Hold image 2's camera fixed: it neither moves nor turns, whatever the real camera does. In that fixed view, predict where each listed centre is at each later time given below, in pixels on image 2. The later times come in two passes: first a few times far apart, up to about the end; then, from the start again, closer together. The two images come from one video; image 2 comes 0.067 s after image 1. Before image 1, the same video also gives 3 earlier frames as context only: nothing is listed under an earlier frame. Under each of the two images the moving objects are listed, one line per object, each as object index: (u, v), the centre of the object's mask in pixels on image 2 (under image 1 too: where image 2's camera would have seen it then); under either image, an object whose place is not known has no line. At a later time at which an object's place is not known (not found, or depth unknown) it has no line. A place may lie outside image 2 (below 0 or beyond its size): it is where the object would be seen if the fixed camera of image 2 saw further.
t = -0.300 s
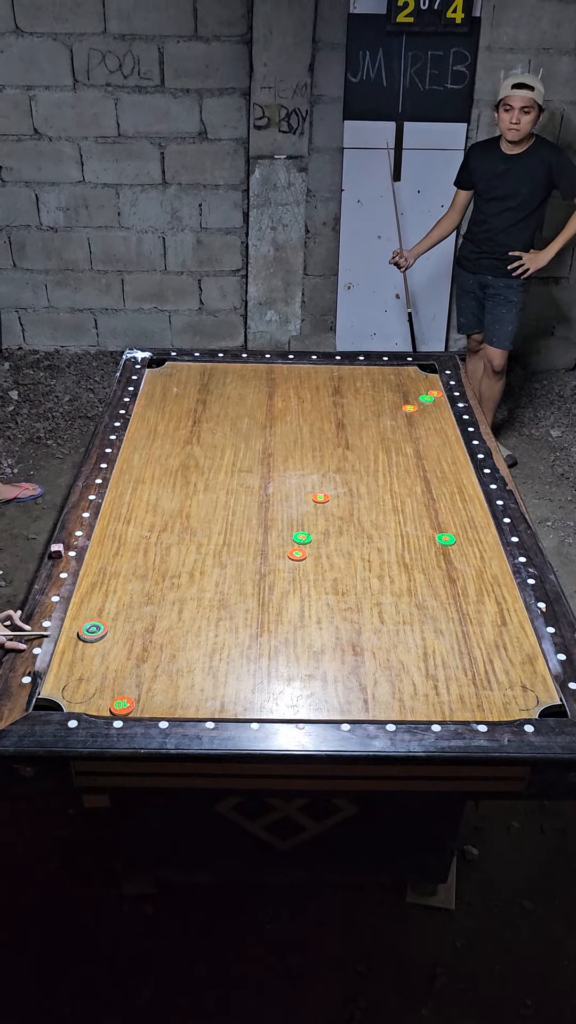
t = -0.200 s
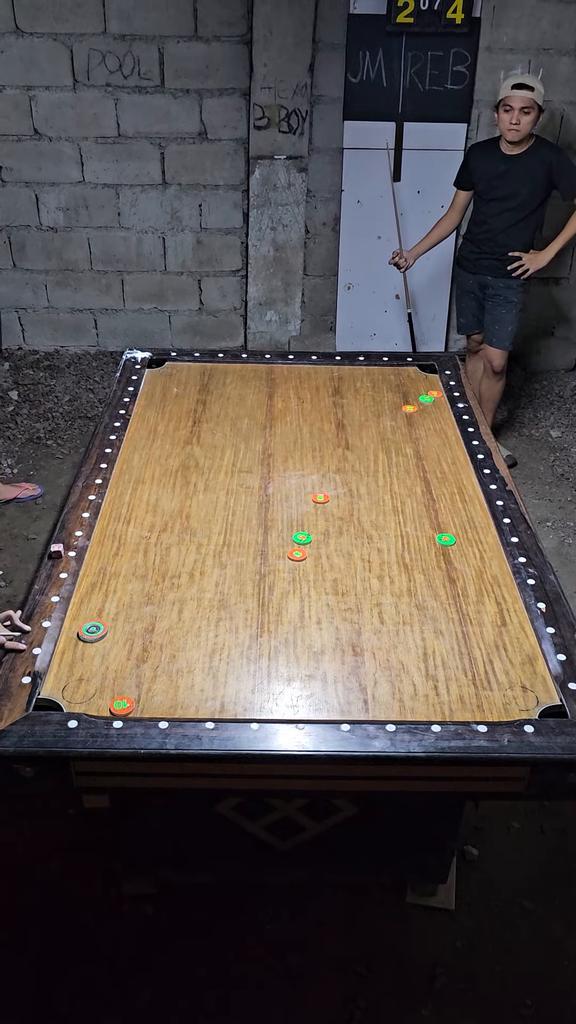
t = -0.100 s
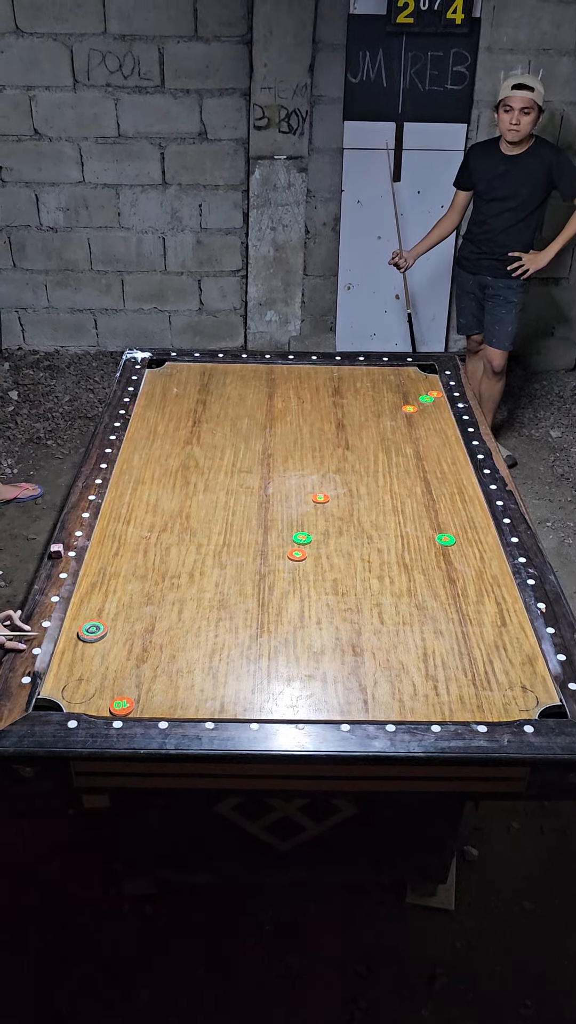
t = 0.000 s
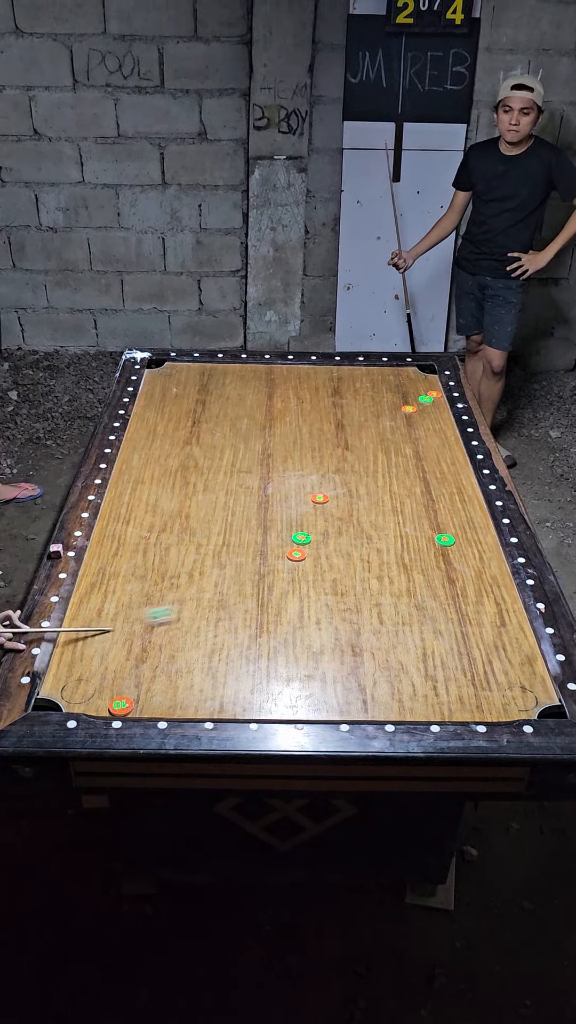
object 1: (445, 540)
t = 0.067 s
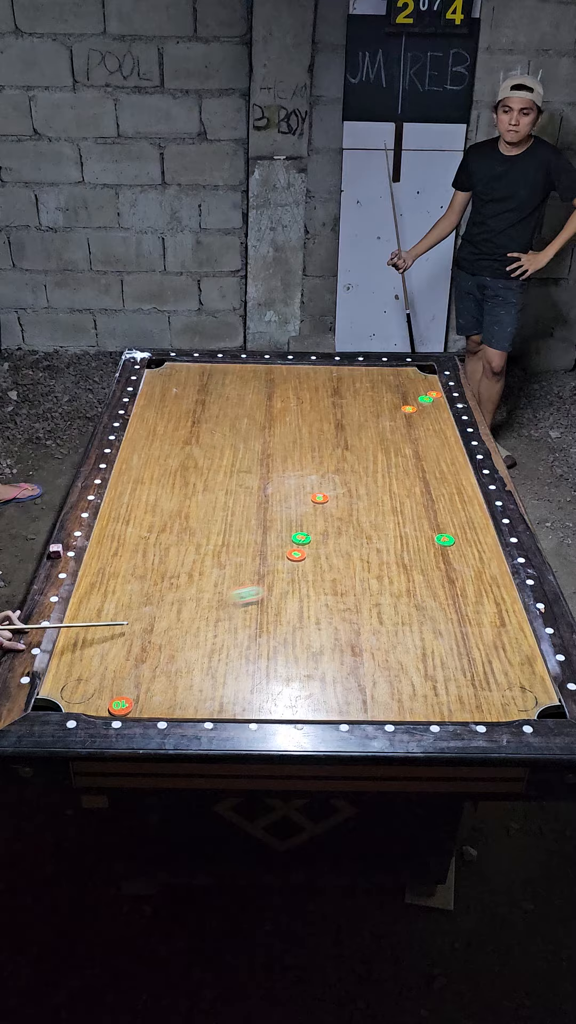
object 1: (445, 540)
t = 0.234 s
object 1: (445, 540)
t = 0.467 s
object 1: (391, 443)
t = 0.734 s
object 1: (290, 372)
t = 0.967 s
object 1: (244, 399)
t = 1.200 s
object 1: (201, 434)
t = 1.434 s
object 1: (161, 469)
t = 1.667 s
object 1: (124, 500)
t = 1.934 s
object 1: (111, 528)
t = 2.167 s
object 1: (114, 542)
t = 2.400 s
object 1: (116, 548)
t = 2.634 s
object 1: (116, 548)
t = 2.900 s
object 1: (116, 548)
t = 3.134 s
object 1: (116, 548)
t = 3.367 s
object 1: (116, 548)
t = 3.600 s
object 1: (116, 548)
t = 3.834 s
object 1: (116, 548)
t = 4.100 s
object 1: (116, 548)
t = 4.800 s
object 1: (116, 548)
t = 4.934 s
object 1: (116, 548)
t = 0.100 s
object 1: (445, 540)
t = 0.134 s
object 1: (445, 540)
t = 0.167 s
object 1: (445, 540)
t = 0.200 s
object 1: (445, 540)
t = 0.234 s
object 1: (445, 540)
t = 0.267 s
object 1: (456, 526)
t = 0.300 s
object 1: (471, 509)
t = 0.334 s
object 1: (463, 494)
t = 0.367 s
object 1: (442, 480)
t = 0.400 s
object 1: (424, 467)
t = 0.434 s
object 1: (407, 455)
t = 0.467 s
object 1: (391, 443)
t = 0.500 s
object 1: (376, 433)
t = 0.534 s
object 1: (361, 422)
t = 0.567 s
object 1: (348, 413)
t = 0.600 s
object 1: (335, 404)
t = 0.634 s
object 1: (323, 395)
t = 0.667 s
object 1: (311, 387)
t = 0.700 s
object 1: (300, 379)
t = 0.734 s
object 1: (290, 372)
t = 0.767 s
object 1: (281, 369)
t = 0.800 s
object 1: (275, 373)
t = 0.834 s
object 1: (268, 378)
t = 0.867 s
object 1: (262, 384)
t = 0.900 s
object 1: (256, 389)
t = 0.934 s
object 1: (250, 394)
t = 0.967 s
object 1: (244, 399)
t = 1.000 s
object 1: (238, 404)
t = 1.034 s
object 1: (231, 409)
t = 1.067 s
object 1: (225, 414)
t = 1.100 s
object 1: (219, 419)
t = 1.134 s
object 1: (213, 424)
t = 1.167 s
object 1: (207, 429)
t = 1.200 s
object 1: (201, 434)
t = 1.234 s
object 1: (195, 439)
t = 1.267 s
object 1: (190, 444)
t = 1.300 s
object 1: (184, 449)
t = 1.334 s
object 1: (178, 454)
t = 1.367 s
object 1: (172, 459)
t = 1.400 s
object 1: (166, 464)
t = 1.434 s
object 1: (161, 469)
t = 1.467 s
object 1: (155, 474)
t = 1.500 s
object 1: (150, 478)
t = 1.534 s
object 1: (144, 483)
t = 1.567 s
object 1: (139, 487)
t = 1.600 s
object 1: (134, 492)
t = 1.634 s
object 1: (129, 496)
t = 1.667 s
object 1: (124, 500)
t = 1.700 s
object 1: (119, 504)
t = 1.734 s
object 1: (115, 508)
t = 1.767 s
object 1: (110, 512)
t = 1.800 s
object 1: (107, 515)
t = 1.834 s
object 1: (108, 519)
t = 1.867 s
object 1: (109, 522)
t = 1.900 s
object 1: (110, 525)
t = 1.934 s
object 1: (111, 528)
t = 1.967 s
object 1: (112, 531)
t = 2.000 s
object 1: (112, 533)
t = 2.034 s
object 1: (112, 535)
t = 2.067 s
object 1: (113, 538)
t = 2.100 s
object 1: (113, 539)
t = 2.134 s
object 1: (113, 541)
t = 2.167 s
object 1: (114, 542)
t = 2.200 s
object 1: (114, 544)
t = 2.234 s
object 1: (115, 545)
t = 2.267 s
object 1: (115, 545)
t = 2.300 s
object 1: (115, 546)
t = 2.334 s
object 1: (116, 547)
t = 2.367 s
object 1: (116, 547)
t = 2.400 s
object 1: (116, 548)
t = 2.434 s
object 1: (116, 548)
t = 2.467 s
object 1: (116, 548)
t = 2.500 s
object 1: (116, 548)
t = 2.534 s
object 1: (116, 548)
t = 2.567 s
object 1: (116, 548)
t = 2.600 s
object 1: (116, 548)
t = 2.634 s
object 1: (116, 548)
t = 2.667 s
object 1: (116, 548)
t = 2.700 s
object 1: (116, 548)
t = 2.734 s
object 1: (116, 548)
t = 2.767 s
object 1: (116, 548)
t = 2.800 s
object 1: (116, 548)
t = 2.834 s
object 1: (116, 548)
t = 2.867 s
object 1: (116, 548)
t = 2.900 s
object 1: (116, 548)
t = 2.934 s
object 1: (116, 548)
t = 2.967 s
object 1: (116, 548)
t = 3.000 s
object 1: (116, 548)
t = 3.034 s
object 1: (116, 548)
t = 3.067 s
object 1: (116, 548)
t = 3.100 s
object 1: (116, 548)
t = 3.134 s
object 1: (116, 548)
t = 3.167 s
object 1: (116, 548)
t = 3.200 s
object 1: (116, 548)
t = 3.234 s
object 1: (116, 548)
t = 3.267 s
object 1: (116, 548)
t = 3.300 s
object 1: (116, 548)
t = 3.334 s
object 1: (116, 548)
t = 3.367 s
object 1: (116, 548)
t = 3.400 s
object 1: (116, 548)
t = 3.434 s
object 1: (116, 548)
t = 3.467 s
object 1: (116, 548)
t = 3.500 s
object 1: (116, 548)
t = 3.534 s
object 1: (116, 548)
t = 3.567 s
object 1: (116, 548)
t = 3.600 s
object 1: (116, 548)
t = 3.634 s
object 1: (116, 548)
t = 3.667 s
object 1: (116, 548)
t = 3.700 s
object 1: (116, 548)
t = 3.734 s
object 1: (116, 548)
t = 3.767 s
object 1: (116, 548)
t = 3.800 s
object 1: (116, 548)
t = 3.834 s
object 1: (116, 548)
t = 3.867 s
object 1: (116, 548)
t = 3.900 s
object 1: (116, 548)
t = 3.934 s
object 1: (116, 548)
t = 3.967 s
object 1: (116, 548)
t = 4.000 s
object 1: (114, 548)
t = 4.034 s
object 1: (116, 548)
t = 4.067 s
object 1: (116, 548)
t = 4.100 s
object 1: (116, 548)
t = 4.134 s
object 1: (116, 548)
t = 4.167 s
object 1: (116, 548)
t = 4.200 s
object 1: (116, 548)
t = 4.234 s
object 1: (116, 548)
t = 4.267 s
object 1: (116, 548)
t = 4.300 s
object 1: (116, 548)
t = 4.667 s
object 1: (116, 548)
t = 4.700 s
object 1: (116, 548)
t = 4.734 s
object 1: (116, 548)
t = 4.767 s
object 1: (116, 548)
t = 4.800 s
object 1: (116, 548)
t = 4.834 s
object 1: (116, 548)
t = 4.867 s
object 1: (116, 548)
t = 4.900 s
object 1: (116, 548)
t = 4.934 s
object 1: (116, 548)
